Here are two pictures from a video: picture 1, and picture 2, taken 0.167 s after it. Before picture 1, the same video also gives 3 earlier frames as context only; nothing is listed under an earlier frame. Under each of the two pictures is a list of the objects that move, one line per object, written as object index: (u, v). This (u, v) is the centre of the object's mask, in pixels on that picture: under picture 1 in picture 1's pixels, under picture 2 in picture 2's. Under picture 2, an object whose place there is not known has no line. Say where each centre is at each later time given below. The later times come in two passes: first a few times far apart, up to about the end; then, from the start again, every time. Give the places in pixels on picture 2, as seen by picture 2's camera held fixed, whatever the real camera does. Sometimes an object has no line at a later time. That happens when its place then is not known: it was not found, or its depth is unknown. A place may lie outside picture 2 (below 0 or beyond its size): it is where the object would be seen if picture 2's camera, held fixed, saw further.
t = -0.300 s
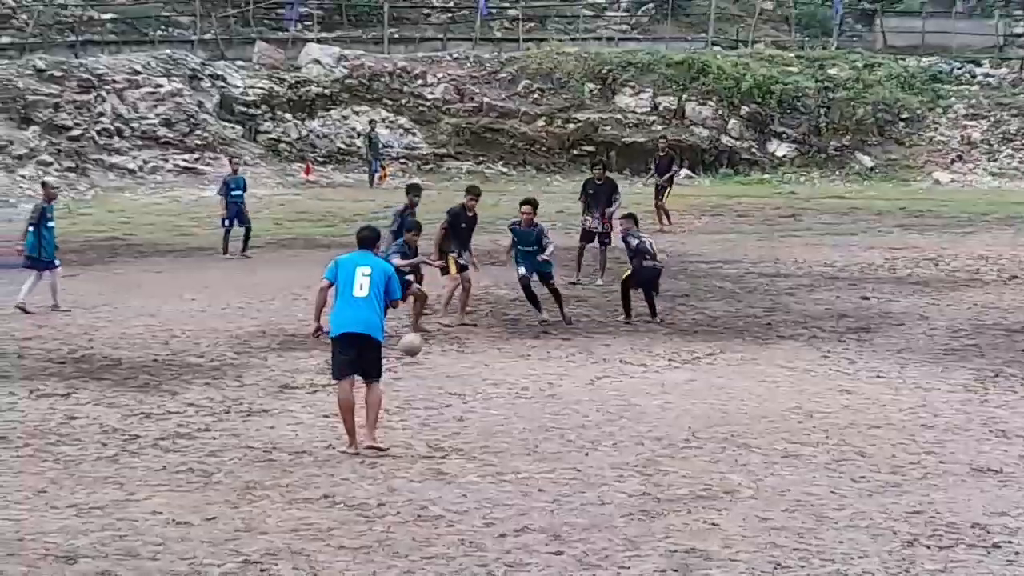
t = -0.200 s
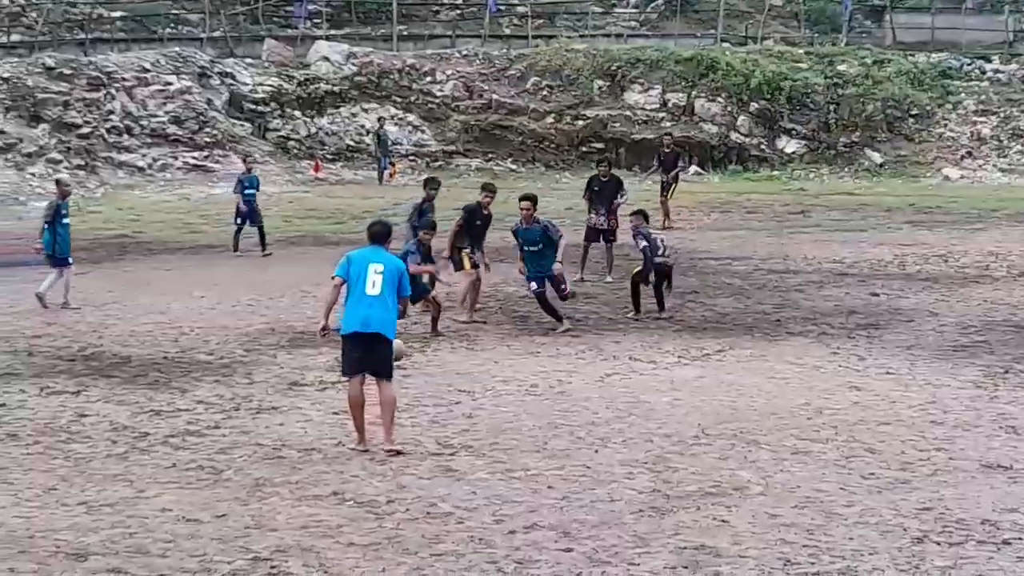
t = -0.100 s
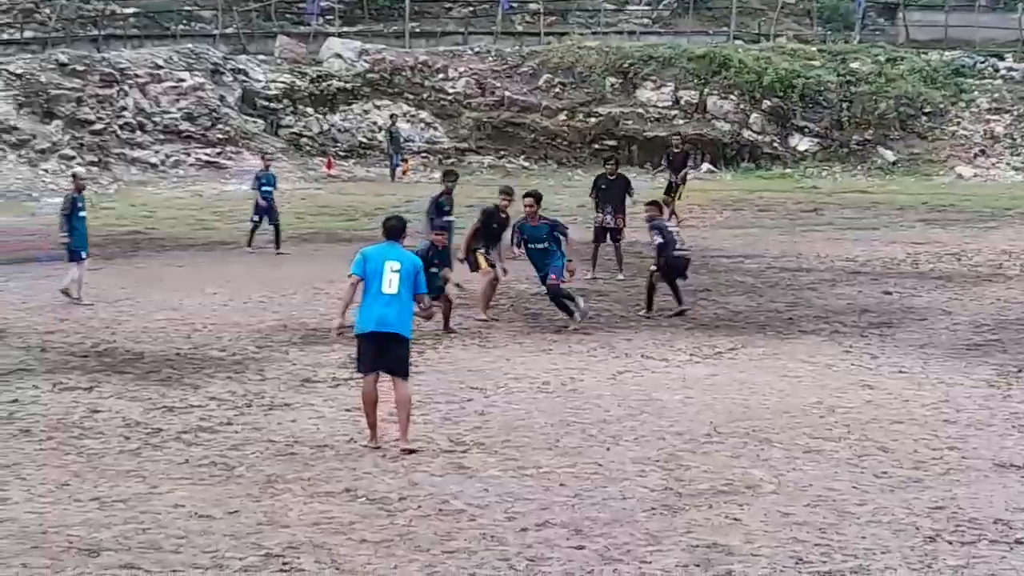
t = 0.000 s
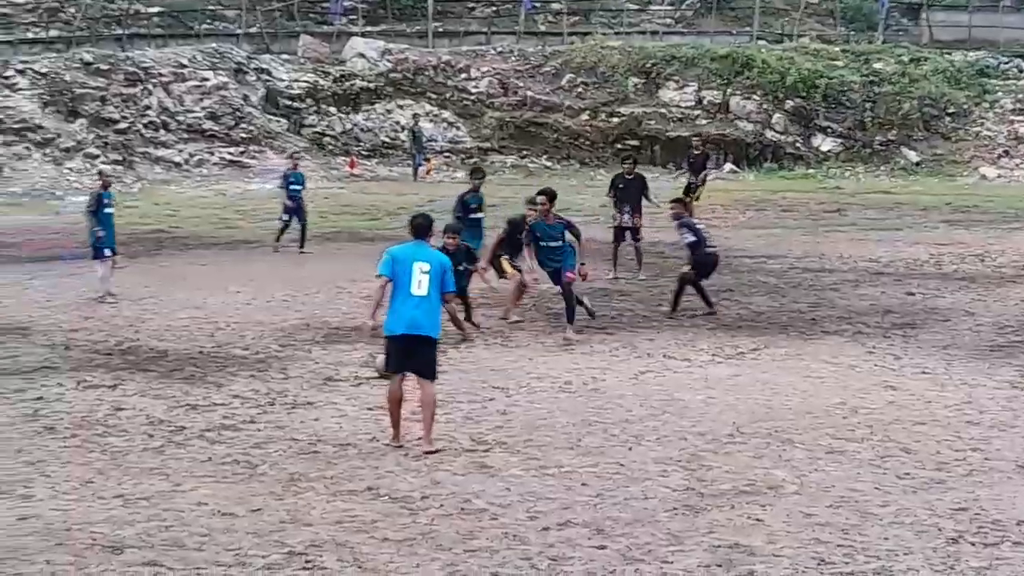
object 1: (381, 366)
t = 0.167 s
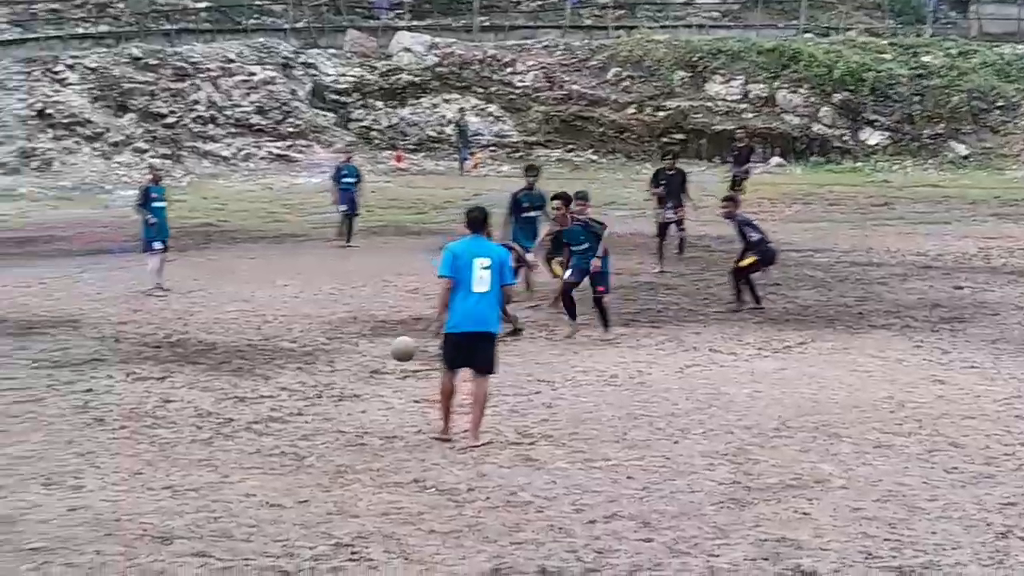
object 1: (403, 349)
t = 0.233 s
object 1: (390, 352)
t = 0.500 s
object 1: (335, 382)
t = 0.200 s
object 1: (397, 350)
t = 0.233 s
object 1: (390, 352)
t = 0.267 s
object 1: (384, 356)
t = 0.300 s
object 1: (379, 361)
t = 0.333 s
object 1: (373, 368)
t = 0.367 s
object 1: (366, 375)
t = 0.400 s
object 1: (359, 384)
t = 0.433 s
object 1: (351, 382)
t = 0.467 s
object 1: (342, 381)
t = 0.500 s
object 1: (335, 382)
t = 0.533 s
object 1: (327, 383)
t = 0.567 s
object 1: (319, 386)
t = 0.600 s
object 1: (309, 391)
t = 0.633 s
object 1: (302, 397)
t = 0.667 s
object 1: (291, 402)
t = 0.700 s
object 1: (282, 403)
